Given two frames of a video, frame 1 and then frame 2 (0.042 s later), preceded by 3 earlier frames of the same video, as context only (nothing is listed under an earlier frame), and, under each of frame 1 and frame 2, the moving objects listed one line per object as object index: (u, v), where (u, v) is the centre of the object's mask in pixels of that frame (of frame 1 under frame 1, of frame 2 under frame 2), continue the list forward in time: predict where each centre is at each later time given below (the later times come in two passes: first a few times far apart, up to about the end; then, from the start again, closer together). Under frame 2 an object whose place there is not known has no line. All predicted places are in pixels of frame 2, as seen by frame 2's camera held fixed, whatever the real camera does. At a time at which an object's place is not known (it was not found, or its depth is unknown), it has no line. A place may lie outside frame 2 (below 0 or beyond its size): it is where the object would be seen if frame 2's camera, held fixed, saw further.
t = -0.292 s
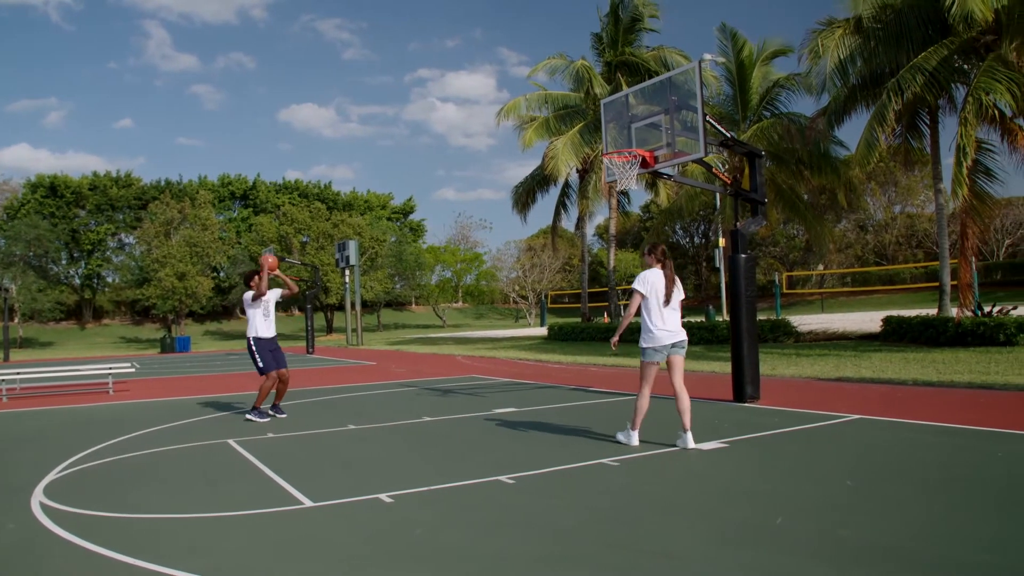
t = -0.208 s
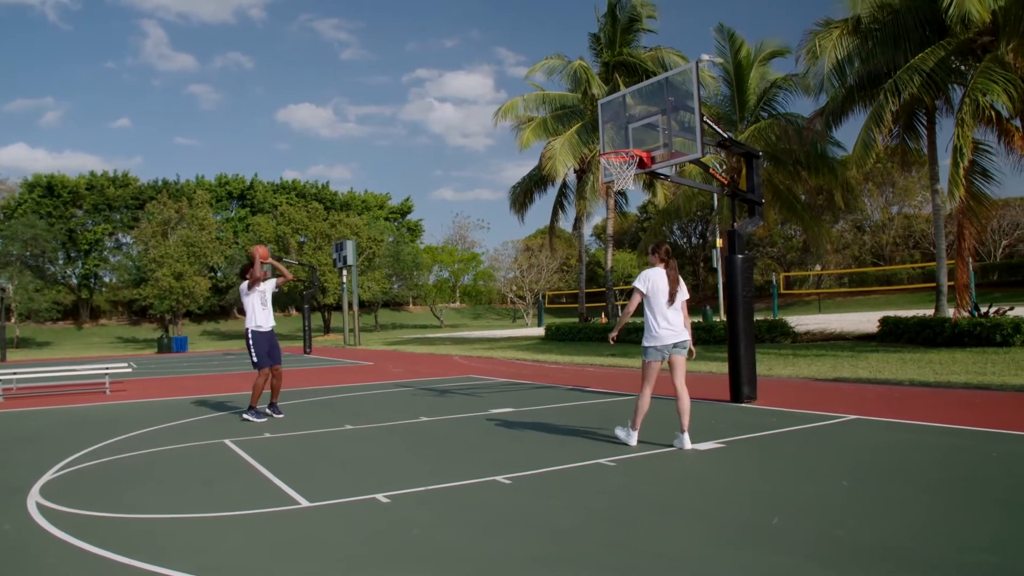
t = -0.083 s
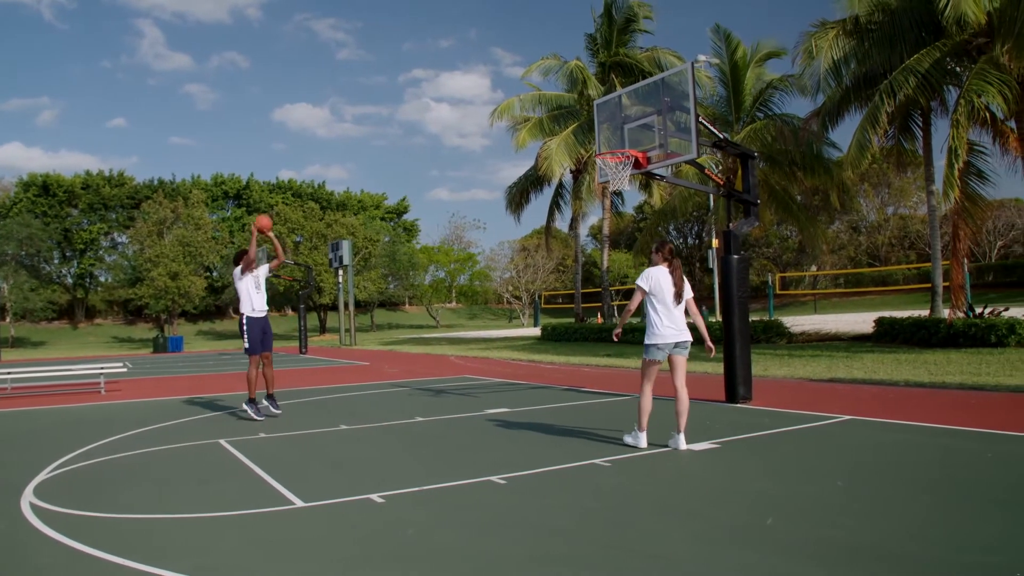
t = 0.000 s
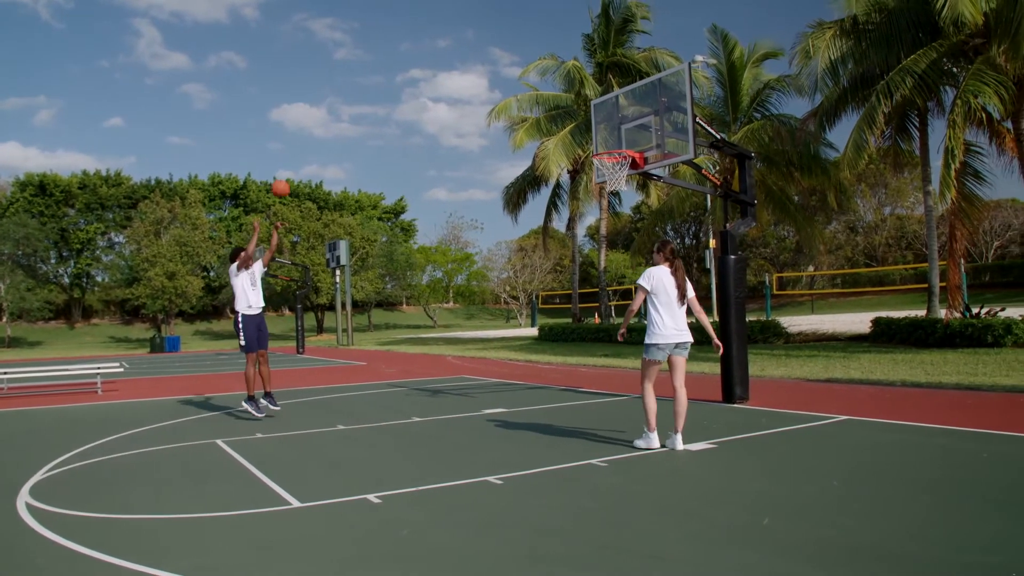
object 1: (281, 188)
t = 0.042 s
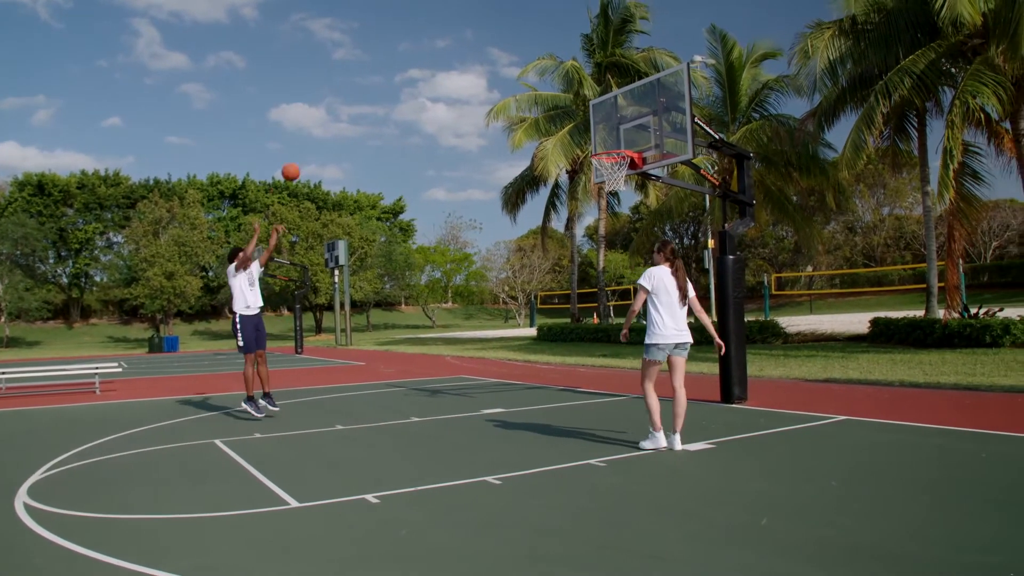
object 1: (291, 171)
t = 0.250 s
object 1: (352, 106)
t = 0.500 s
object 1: (428, 66)
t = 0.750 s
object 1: (508, 72)
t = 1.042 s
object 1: (610, 140)
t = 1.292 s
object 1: (620, 99)
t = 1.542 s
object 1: (613, 93)
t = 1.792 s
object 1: (610, 139)
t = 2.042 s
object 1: (608, 245)
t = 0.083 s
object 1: (302, 156)
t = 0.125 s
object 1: (315, 142)
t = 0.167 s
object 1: (327, 129)
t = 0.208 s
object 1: (339, 116)
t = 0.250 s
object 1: (352, 106)
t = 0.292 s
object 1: (364, 96)
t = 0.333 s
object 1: (376, 87)
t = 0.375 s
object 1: (389, 80)
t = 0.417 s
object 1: (402, 74)
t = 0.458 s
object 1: (414, 70)
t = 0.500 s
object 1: (428, 66)
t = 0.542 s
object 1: (440, 64)
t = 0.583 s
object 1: (454, 63)
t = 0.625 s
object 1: (467, 63)
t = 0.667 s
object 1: (481, 65)
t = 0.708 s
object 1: (494, 68)
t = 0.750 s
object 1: (508, 72)
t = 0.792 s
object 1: (522, 77)
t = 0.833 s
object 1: (536, 84)
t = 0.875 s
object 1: (550, 93)
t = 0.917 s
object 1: (565, 102)
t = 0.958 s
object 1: (579, 113)
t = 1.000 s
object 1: (595, 126)
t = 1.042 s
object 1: (610, 140)
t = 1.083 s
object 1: (620, 143)
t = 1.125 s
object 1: (624, 130)
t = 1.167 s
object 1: (624, 120)
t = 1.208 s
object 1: (623, 112)
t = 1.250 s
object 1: (621, 105)
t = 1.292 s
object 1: (620, 99)
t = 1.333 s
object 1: (618, 95)
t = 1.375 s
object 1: (617, 92)
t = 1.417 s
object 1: (616, 90)
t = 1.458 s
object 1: (615, 89)
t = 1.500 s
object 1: (614, 90)
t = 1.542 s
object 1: (613, 93)
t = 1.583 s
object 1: (612, 97)
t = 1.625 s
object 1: (612, 102)
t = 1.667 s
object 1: (611, 109)
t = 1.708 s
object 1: (611, 117)
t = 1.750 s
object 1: (610, 127)
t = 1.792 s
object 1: (610, 139)
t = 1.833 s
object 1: (609, 152)
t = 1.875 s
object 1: (609, 167)
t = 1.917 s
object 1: (608, 185)
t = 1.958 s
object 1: (608, 202)
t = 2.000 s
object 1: (608, 223)
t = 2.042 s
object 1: (608, 245)
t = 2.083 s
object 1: (607, 270)
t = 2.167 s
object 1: (606, 324)
